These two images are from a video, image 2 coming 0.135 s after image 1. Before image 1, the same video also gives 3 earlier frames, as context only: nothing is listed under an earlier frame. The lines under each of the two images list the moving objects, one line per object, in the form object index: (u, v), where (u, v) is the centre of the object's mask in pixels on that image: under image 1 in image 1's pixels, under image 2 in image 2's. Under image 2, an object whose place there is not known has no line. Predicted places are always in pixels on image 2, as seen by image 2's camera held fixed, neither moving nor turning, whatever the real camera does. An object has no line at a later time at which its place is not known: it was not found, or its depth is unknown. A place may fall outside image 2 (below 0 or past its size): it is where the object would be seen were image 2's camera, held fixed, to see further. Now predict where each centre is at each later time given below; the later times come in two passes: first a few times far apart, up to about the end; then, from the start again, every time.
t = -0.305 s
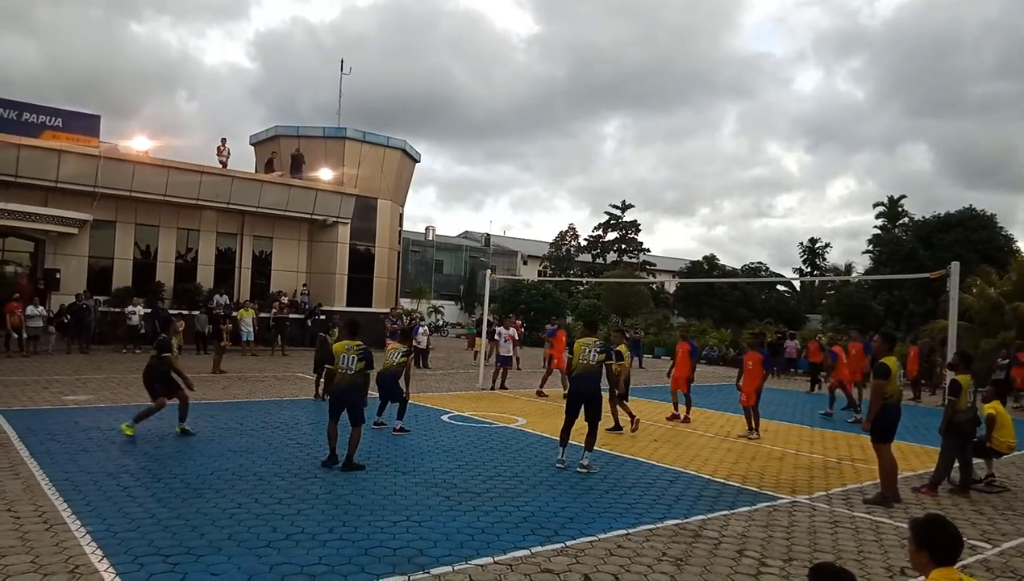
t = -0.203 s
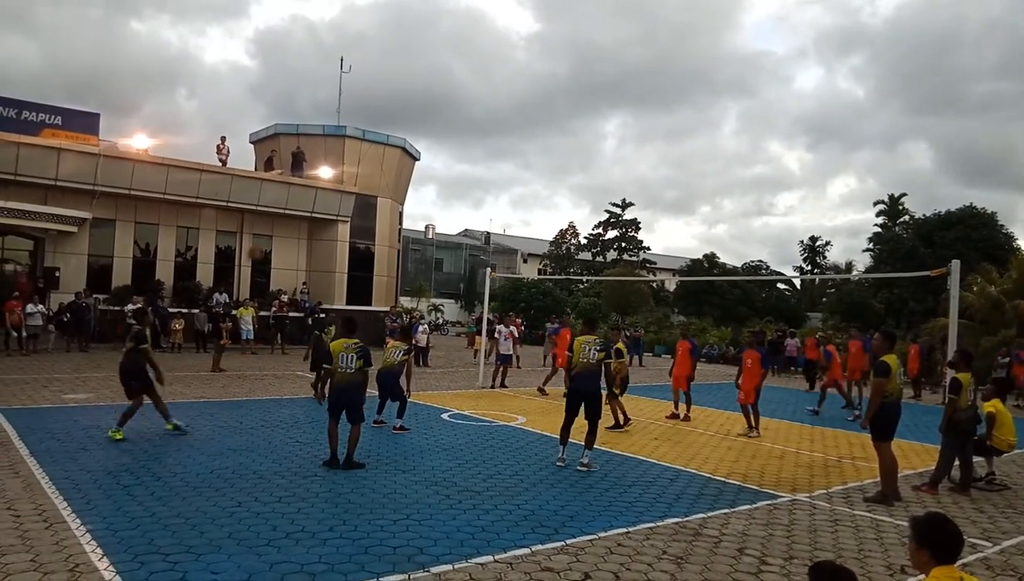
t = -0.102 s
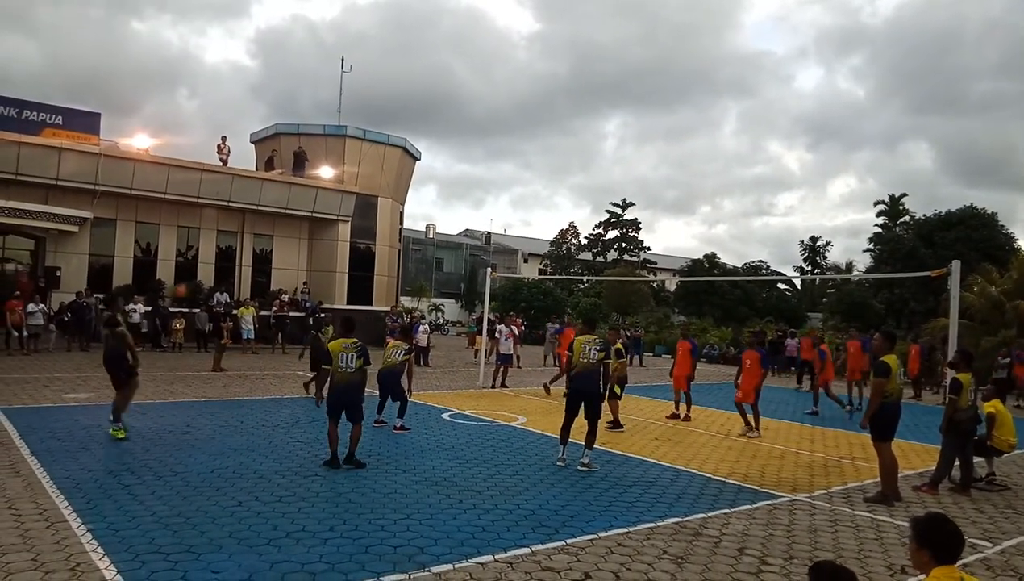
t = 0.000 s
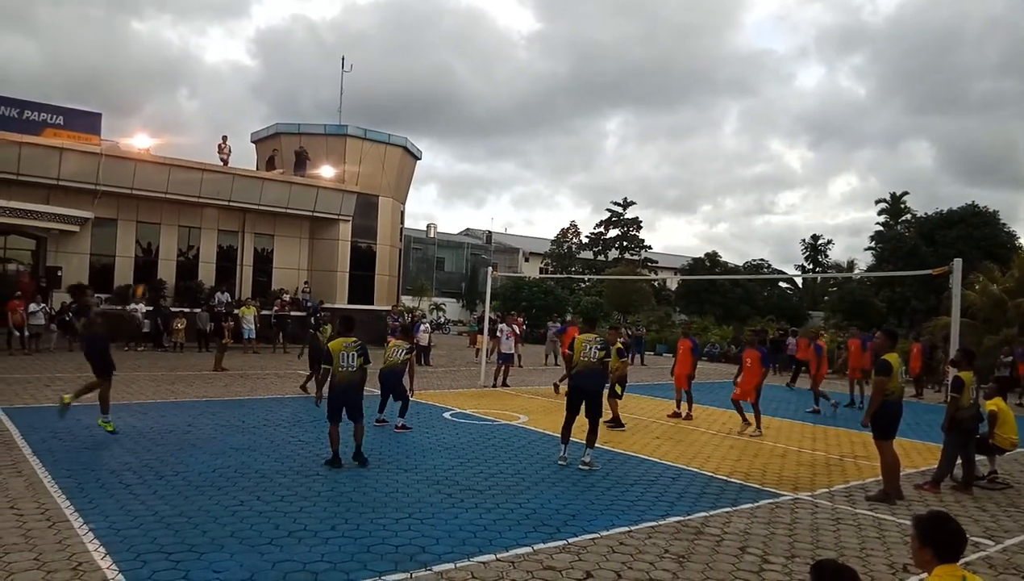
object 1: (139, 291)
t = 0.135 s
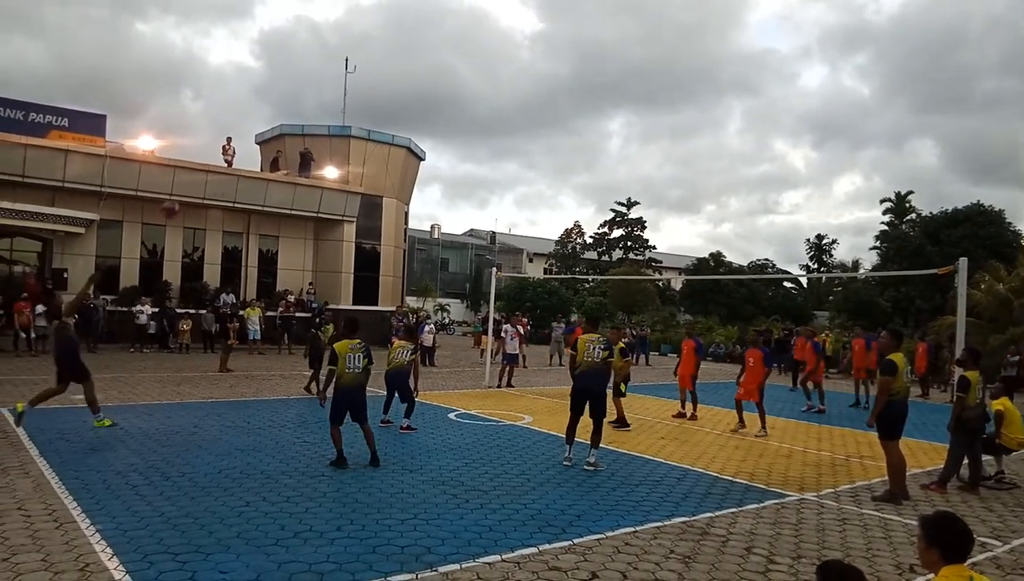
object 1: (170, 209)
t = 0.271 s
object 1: (194, 143)
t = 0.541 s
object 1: (234, 58)
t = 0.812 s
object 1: (267, 31)
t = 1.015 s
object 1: (289, 45)
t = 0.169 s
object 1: (177, 191)
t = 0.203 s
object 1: (182, 174)
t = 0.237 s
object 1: (188, 158)
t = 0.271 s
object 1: (194, 143)
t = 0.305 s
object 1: (200, 129)
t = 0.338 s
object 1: (205, 116)
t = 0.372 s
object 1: (210, 104)
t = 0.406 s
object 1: (216, 93)
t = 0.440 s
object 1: (221, 83)
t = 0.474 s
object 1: (225, 74)
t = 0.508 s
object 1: (230, 66)
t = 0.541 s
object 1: (234, 58)
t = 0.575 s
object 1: (239, 52)
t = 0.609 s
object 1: (243, 46)
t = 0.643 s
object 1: (248, 41)
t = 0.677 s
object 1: (252, 37)
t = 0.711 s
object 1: (255, 34)
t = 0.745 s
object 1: (260, 33)
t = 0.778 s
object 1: (264, 31)
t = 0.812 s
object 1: (267, 31)
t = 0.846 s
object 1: (271, 31)
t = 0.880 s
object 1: (274, 32)
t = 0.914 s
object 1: (279, 34)
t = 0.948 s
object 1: (282, 37)
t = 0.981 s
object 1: (286, 40)
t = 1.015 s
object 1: (289, 45)
